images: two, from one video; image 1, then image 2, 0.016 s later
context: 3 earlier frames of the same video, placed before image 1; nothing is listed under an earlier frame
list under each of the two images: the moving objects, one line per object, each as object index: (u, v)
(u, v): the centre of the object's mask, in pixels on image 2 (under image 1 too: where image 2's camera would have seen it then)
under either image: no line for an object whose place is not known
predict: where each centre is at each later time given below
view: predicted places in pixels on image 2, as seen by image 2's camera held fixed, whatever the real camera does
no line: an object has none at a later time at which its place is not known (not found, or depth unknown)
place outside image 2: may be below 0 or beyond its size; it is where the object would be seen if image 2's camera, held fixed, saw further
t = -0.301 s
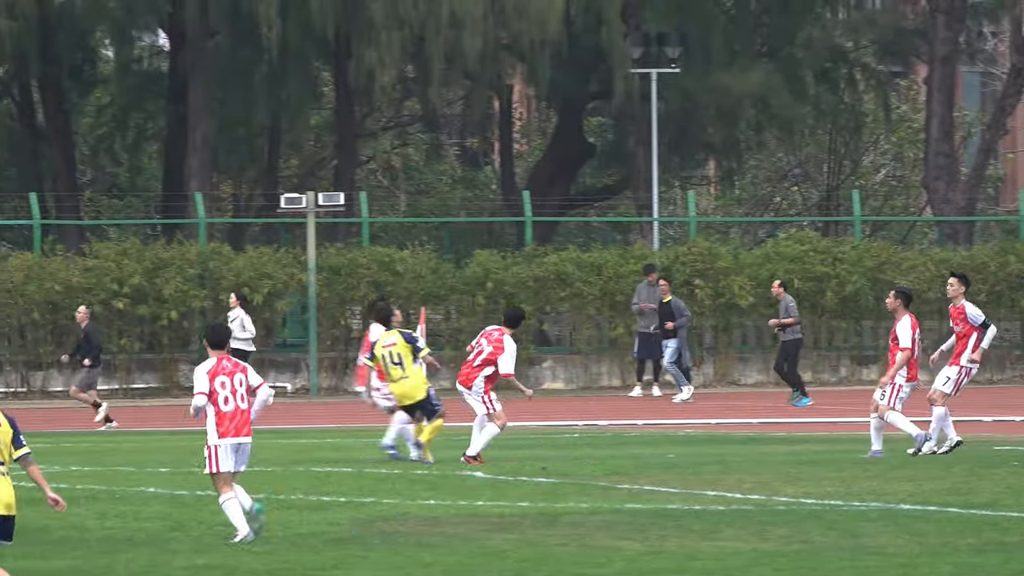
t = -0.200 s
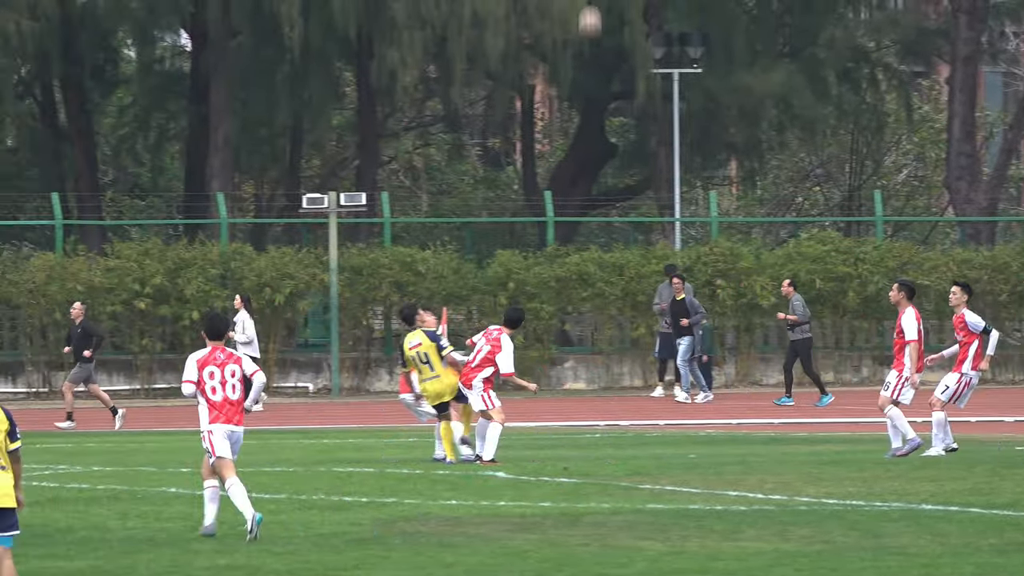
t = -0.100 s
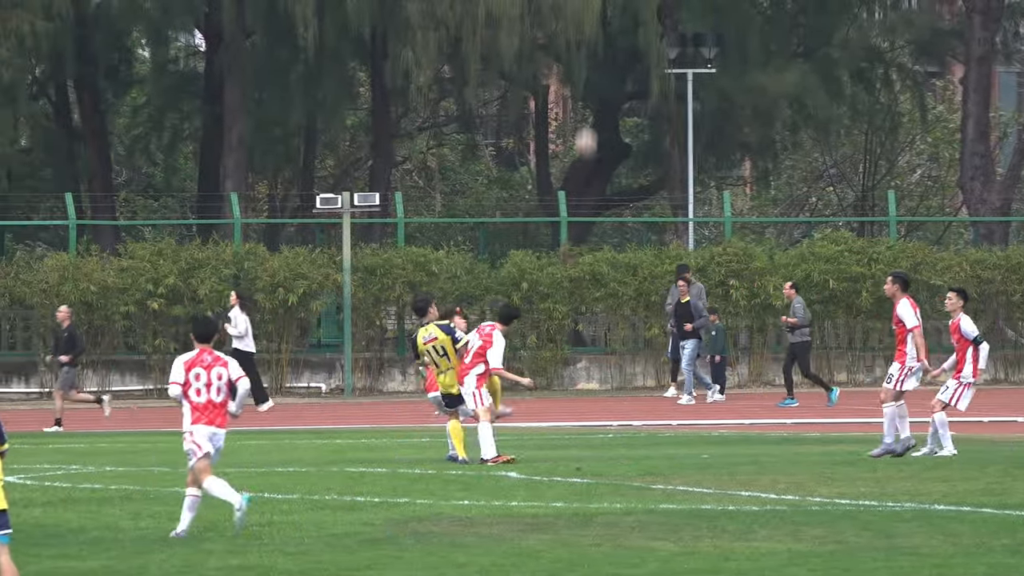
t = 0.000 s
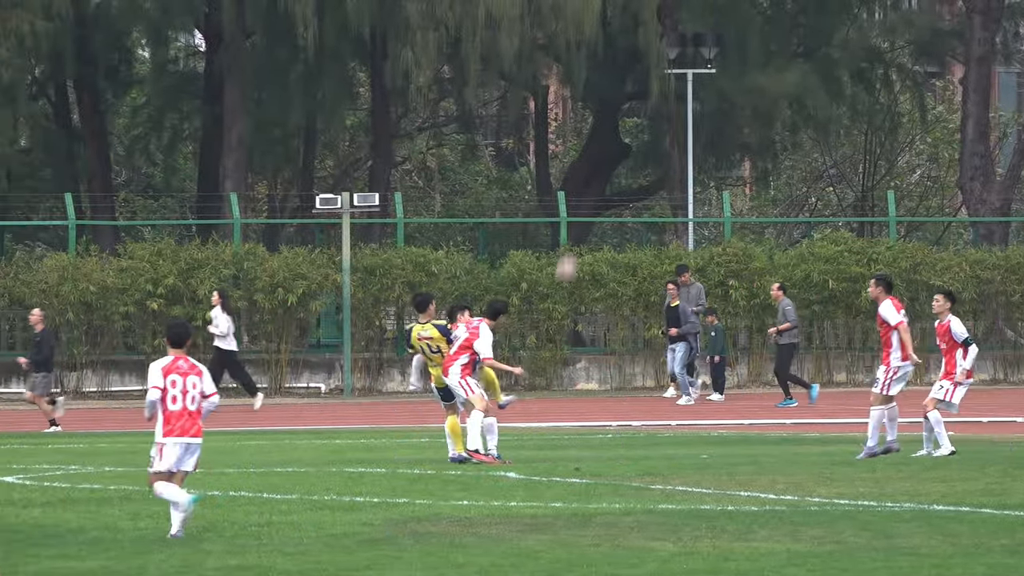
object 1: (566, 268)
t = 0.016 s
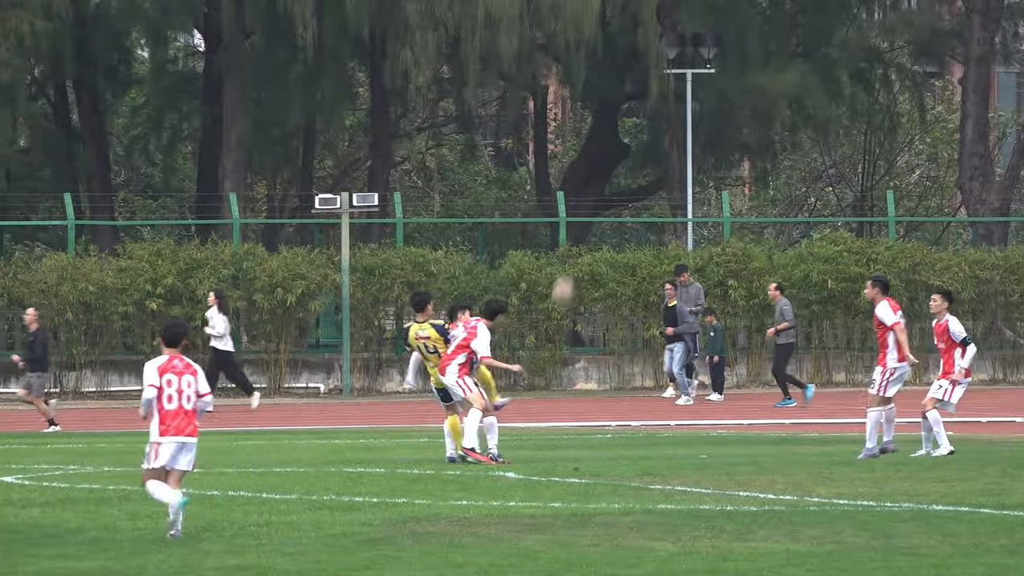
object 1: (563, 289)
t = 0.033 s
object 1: (560, 311)
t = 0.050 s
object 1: (558, 333)
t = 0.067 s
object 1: (554, 354)
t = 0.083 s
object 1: (551, 376)
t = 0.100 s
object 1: (549, 399)
